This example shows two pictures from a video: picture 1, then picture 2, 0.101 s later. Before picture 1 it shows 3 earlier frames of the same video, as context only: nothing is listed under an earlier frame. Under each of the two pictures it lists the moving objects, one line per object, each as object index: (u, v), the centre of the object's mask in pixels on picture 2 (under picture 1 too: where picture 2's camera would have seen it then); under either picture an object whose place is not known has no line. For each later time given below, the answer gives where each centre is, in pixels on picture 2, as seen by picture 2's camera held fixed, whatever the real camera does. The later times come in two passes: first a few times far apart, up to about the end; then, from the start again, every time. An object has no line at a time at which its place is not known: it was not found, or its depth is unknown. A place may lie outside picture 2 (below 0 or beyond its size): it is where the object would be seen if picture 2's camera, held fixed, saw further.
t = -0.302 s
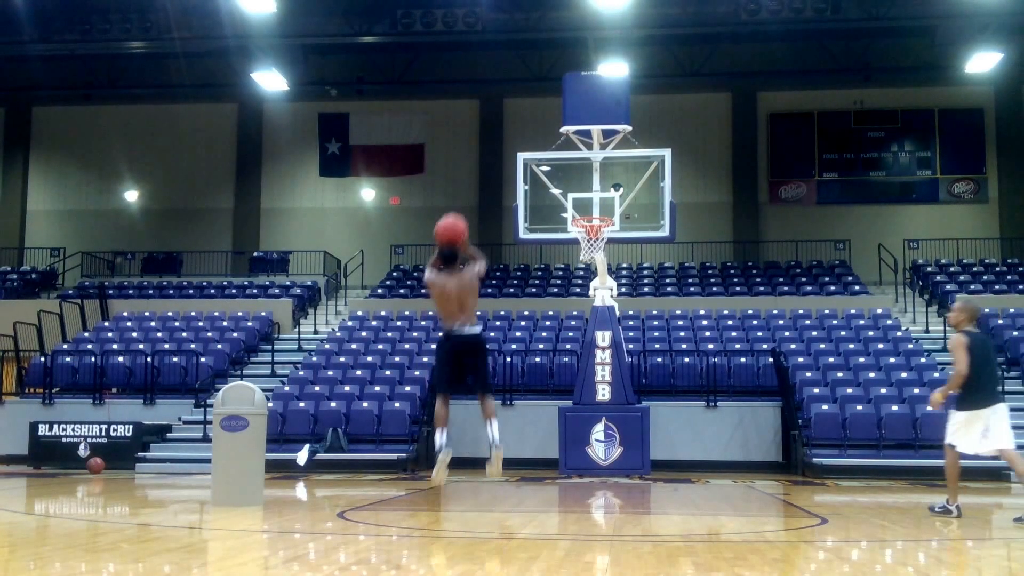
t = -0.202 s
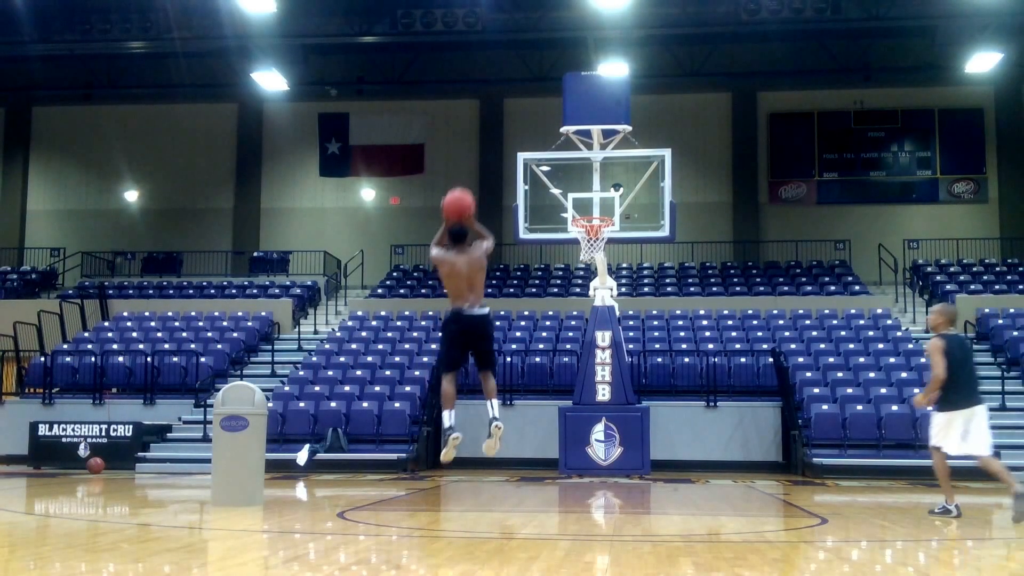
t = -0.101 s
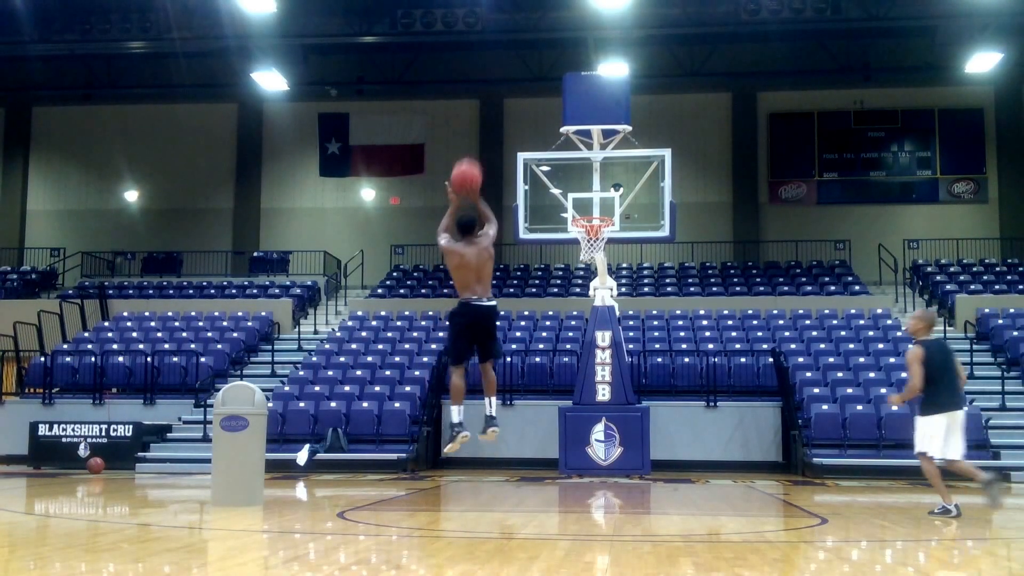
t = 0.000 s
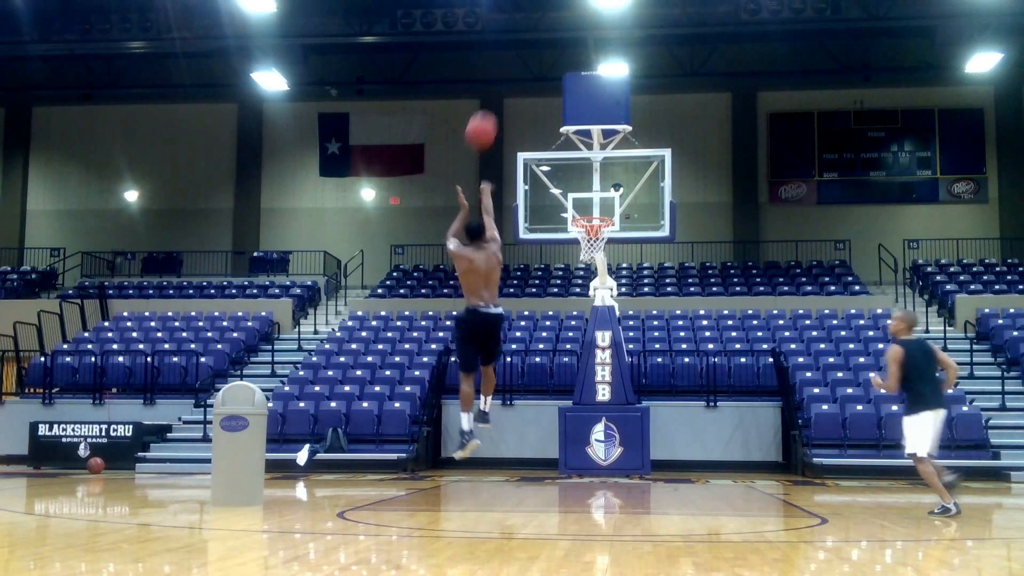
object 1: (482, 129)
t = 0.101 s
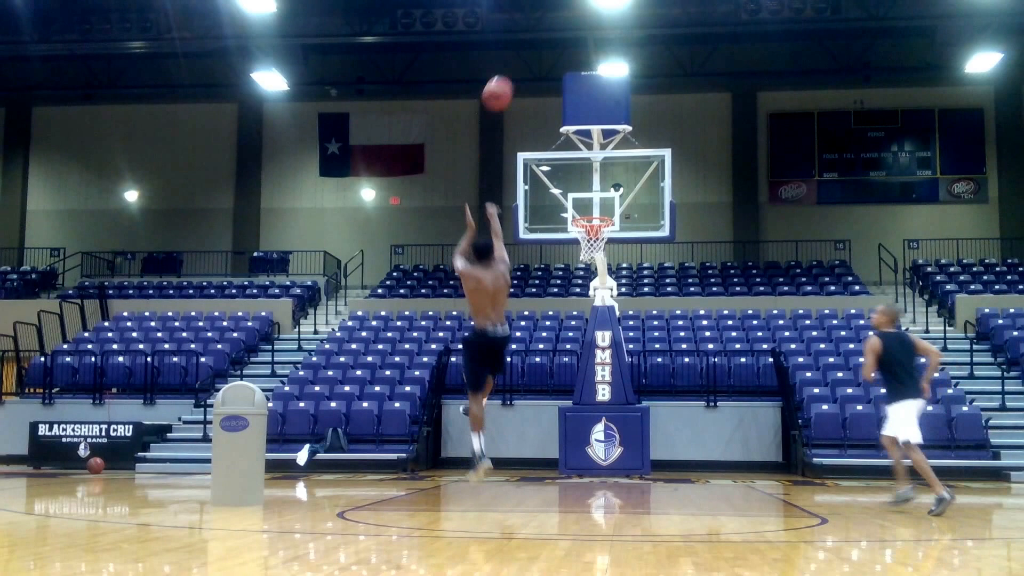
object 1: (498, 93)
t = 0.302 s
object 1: (526, 59)
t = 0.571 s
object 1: (559, 77)
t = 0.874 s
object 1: (589, 168)
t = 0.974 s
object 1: (597, 210)
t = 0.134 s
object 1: (503, 84)
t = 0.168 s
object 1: (508, 76)
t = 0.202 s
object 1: (513, 70)
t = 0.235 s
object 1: (518, 64)
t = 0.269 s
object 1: (522, 61)
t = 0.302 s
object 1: (526, 59)
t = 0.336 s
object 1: (531, 57)
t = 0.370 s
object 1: (535, 57)
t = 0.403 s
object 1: (539, 57)
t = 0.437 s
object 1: (544, 59)
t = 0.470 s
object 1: (547, 62)
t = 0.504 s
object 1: (551, 66)
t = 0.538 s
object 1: (555, 71)
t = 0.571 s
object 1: (559, 77)
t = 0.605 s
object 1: (562, 83)
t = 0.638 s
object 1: (566, 90)
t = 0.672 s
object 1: (569, 99)
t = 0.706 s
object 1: (573, 108)
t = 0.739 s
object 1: (576, 117)
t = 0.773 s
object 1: (580, 129)
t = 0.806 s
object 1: (582, 140)
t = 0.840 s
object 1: (586, 156)
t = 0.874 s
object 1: (589, 168)
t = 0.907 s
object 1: (590, 182)
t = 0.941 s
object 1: (596, 197)
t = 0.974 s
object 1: (597, 210)
